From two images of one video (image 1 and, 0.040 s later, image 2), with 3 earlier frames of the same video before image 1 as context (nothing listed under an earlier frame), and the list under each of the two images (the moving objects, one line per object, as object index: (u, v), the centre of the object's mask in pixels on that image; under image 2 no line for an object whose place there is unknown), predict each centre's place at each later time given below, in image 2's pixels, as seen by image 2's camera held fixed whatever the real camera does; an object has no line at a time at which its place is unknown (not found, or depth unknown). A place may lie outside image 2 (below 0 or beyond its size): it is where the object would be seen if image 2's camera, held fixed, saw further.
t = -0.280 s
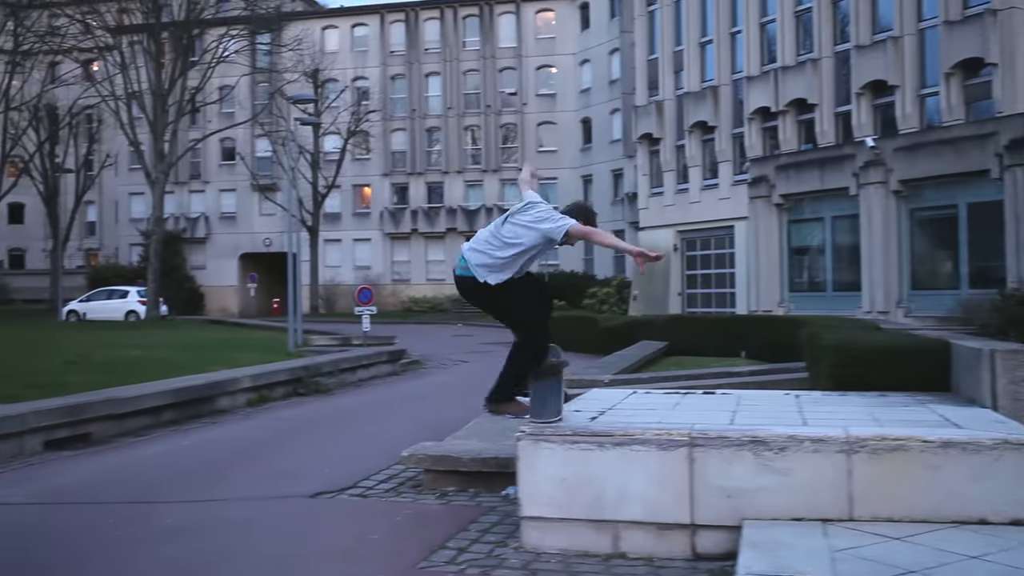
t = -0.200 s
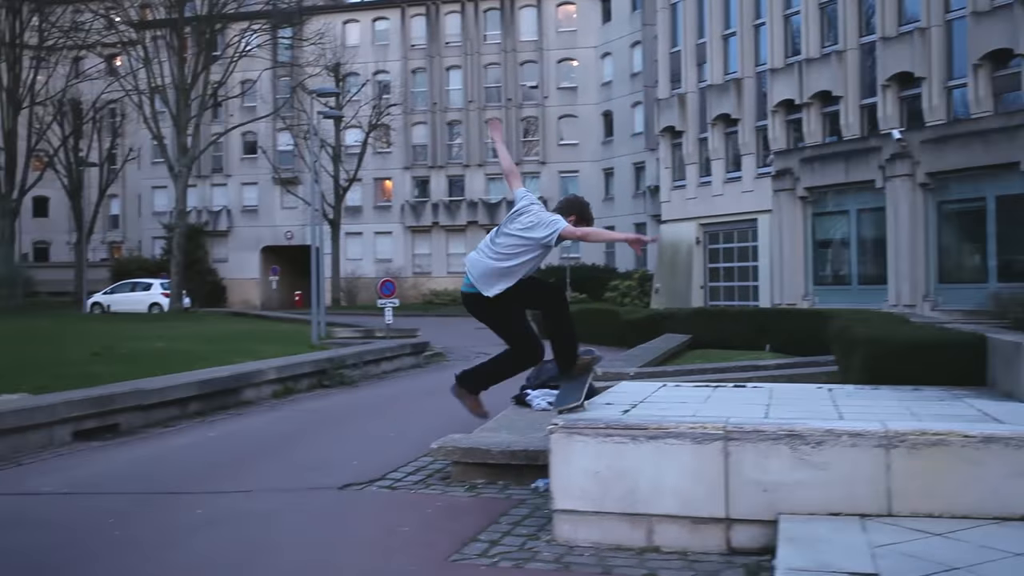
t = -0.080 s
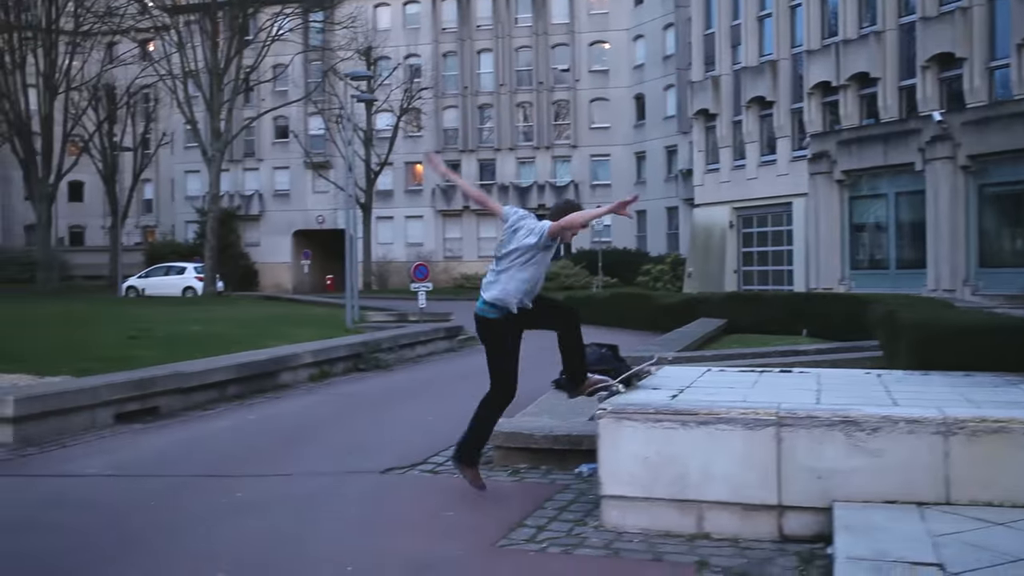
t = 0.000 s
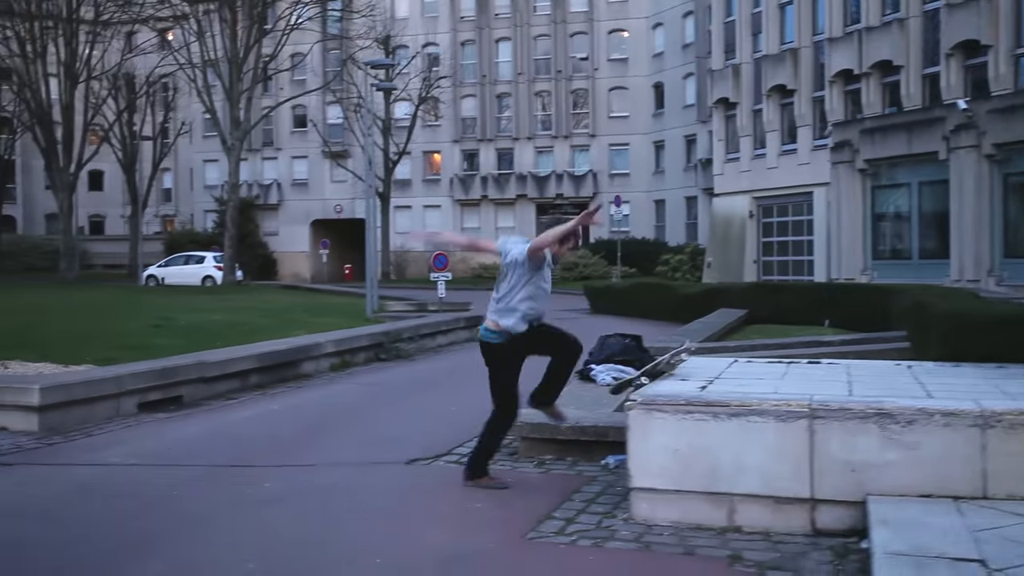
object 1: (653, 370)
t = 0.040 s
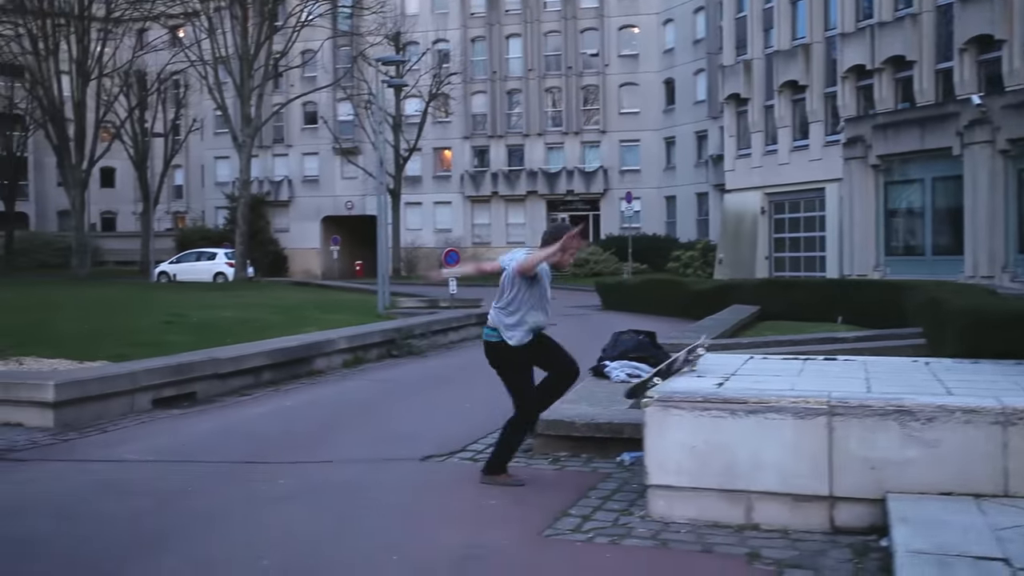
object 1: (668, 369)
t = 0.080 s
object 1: (670, 371)
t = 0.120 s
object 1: (669, 374)
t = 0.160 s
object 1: (692, 356)
